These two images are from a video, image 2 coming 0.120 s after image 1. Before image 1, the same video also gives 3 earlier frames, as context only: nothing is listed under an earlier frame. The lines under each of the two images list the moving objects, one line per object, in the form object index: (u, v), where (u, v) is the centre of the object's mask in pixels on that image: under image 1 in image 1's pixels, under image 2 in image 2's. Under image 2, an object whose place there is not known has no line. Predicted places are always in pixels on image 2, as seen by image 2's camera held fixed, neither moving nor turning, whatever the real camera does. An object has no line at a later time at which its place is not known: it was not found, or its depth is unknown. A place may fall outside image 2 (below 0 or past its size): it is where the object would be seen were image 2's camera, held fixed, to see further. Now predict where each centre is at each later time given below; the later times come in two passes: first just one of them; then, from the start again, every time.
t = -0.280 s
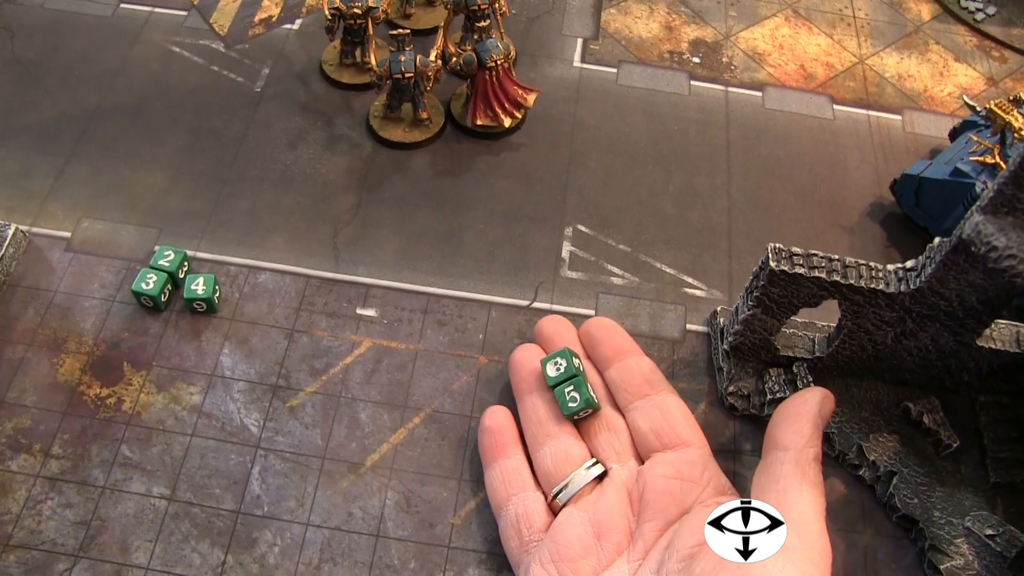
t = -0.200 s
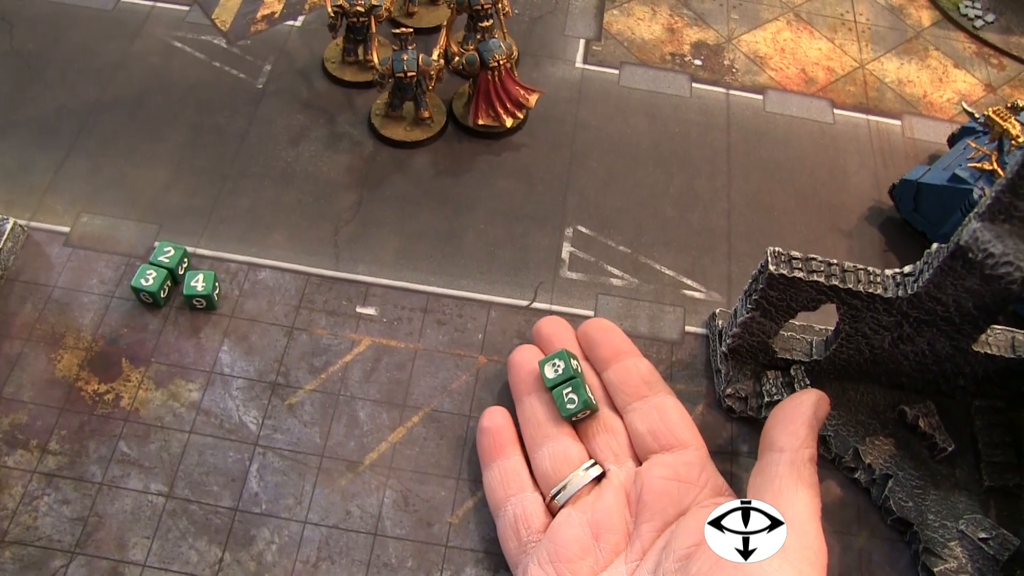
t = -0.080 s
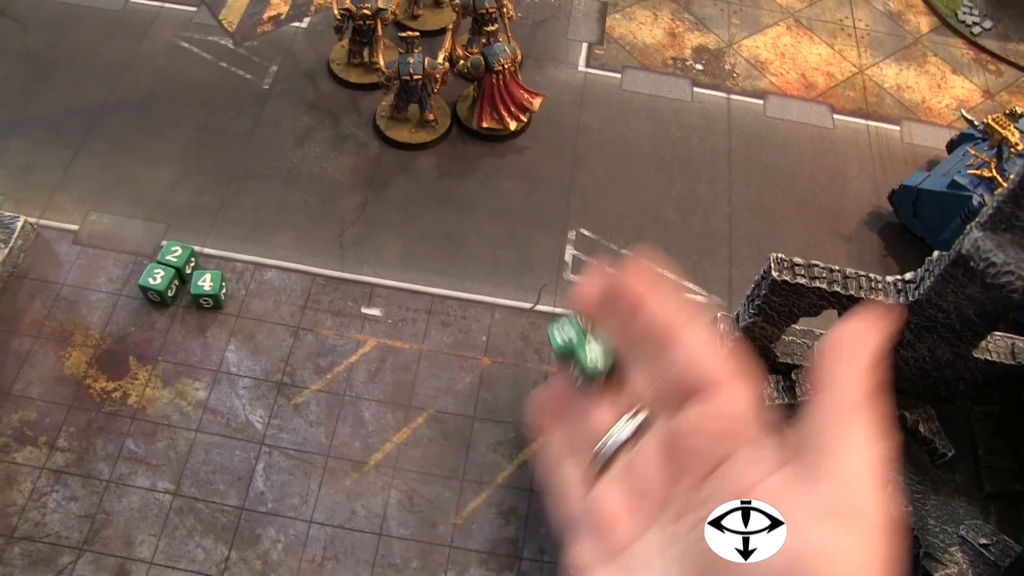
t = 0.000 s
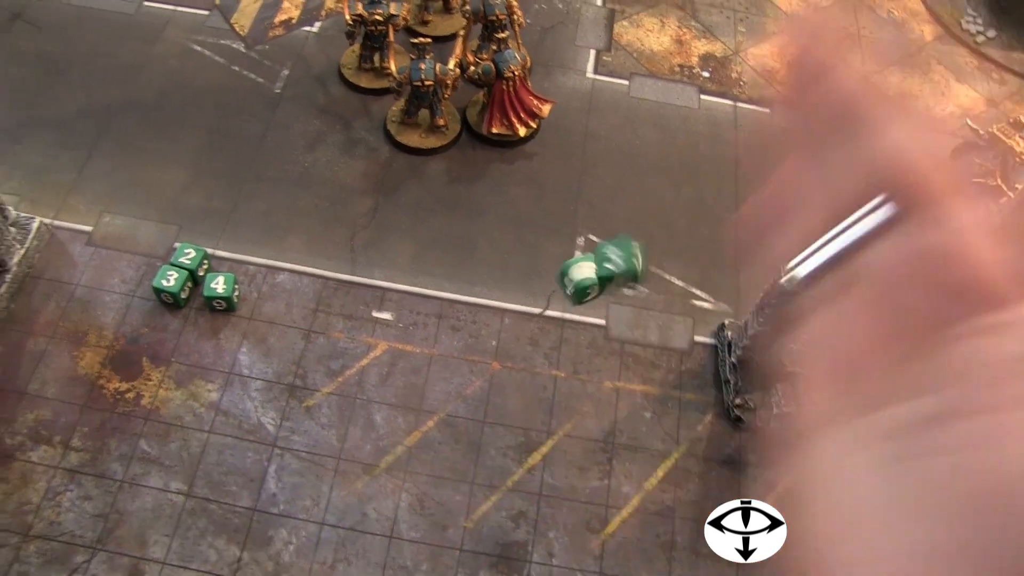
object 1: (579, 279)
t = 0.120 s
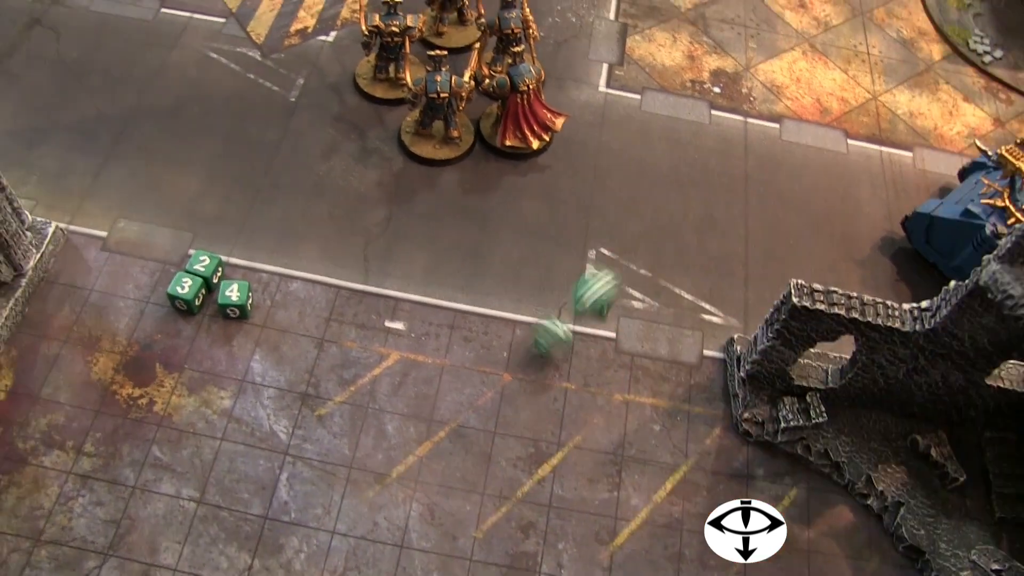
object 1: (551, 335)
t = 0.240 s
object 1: (447, 278)
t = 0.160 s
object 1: (521, 310)
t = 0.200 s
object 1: (483, 295)
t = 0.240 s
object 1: (447, 278)
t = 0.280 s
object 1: (411, 269)
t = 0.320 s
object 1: (383, 254)
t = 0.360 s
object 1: (358, 243)
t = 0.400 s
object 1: (339, 236)
